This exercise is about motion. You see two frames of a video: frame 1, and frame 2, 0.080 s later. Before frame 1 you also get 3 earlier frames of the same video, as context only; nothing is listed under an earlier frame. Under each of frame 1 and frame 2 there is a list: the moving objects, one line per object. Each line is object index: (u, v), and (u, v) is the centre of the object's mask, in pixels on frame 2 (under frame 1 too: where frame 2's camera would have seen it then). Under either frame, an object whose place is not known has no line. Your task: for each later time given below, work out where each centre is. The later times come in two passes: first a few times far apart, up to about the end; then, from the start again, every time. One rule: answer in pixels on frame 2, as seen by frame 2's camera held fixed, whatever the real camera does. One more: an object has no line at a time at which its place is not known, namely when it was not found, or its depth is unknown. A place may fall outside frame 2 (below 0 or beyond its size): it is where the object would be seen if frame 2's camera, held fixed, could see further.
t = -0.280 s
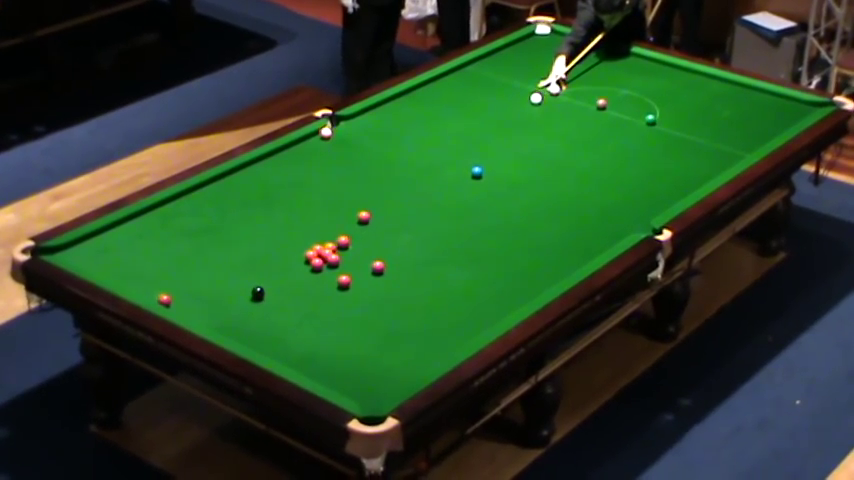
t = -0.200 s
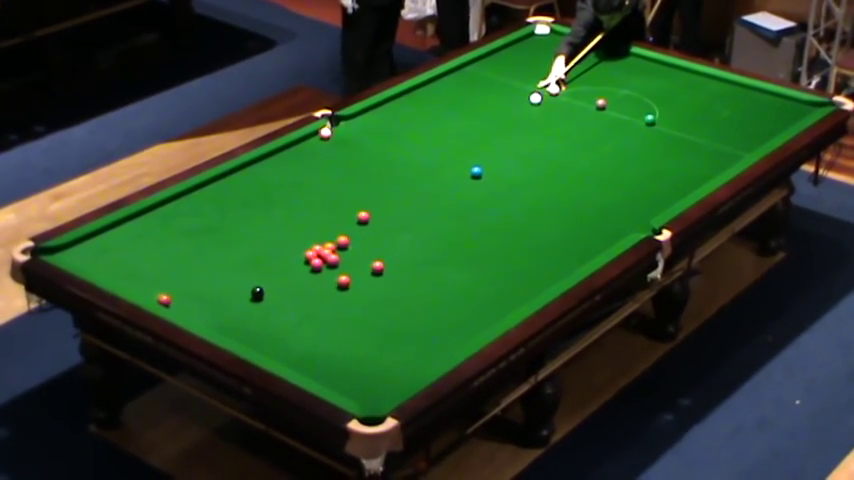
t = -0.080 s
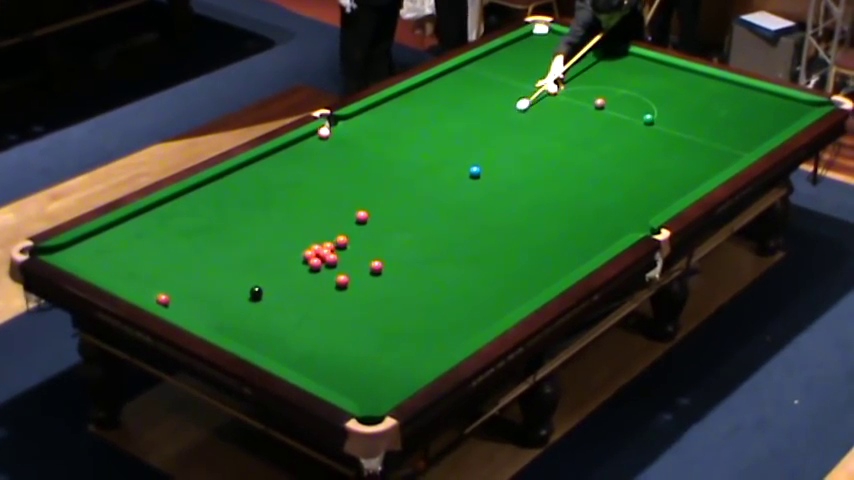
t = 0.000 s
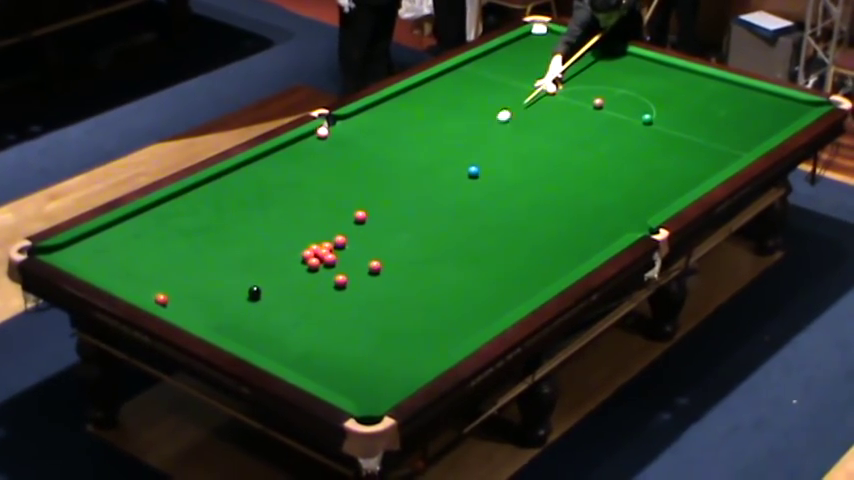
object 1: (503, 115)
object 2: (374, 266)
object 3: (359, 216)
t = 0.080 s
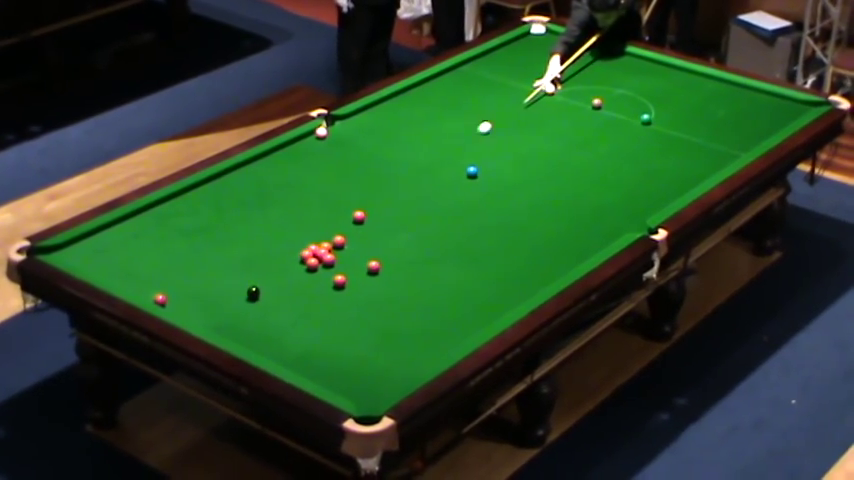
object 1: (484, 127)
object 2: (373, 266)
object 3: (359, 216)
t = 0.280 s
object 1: (436, 158)
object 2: (373, 266)
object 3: (359, 216)
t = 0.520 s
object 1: (375, 197)
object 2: (375, 266)
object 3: (359, 216)
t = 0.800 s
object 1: (284, 226)
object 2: (374, 266)
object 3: (370, 238)
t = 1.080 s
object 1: (186, 250)
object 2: (371, 268)
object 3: (384, 262)
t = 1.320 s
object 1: (99, 272)
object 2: (361, 277)
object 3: (406, 275)
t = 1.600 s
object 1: (139, 238)
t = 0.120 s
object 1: (475, 133)
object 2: (373, 267)
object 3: (359, 216)
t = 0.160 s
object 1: (466, 139)
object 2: (373, 266)
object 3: (359, 216)
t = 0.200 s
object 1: (456, 145)
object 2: (373, 266)
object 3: (359, 216)
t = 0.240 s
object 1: (447, 151)
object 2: (373, 266)
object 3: (359, 215)
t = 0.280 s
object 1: (436, 158)
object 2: (373, 266)
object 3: (359, 216)
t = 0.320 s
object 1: (427, 164)
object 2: (374, 266)
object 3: (359, 216)
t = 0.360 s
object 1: (417, 170)
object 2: (374, 266)
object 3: (359, 215)
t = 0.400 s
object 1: (406, 177)
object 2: (374, 266)
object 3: (359, 216)
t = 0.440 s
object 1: (396, 184)
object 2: (374, 266)
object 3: (359, 216)
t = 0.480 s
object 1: (386, 191)
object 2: (374, 266)
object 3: (359, 216)
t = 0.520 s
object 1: (375, 197)
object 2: (375, 266)
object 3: (359, 216)
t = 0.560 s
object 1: (364, 204)
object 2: (374, 266)
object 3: (359, 216)
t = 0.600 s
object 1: (352, 210)
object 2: (374, 266)
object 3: (360, 217)
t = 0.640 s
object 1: (338, 213)
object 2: (374, 266)
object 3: (362, 222)
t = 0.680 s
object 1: (325, 215)
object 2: (374, 266)
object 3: (365, 226)
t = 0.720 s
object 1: (311, 219)
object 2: (374, 266)
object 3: (367, 230)
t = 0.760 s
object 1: (298, 222)
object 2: (374, 266)
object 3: (369, 234)
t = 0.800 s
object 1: (284, 226)
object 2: (374, 266)
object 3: (370, 238)
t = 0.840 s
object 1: (271, 229)
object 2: (374, 266)
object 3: (372, 242)
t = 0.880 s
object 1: (257, 232)
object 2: (374, 266)
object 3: (374, 245)
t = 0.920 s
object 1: (243, 236)
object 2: (374, 266)
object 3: (375, 249)
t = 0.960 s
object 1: (229, 239)
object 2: (374, 266)
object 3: (377, 253)
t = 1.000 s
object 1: (215, 243)
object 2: (373, 266)
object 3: (379, 255)
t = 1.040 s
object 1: (201, 247)
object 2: (373, 266)
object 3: (381, 259)
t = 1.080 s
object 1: (186, 250)
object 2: (371, 268)
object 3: (384, 262)
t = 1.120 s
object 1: (172, 254)
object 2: (370, 270)
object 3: (388, 264)
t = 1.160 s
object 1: (157, 258)
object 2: (368, 271)
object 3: (392, 267)
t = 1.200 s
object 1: (142, 262)
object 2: (366, 272)
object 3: (395, 269)
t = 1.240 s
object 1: (128, 266)
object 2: (365, 274)
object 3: (399, 271)
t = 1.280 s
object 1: (112, 269)
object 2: (363, 275)
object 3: (402, 273)
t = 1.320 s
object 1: (99, 272)
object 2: (361, 277)
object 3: (406, 275)
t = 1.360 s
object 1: (105, 267)
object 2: (359, 278)
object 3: (409, 277)
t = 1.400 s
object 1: (112, 262)
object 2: (358, 279)
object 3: (413, 279)
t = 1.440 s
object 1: (119, 256)
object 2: (356, 280)
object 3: (416, 281)
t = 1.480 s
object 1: (124, 251)
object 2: (355, 282)
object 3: (420, 283)
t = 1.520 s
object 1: (129, 247)
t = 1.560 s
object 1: (135, 242)
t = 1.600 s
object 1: (139, 238)
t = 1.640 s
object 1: (144, 233)
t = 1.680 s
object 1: (149, 228)
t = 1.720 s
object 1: (153, 225)
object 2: (346, 290)
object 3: (442, 296)
